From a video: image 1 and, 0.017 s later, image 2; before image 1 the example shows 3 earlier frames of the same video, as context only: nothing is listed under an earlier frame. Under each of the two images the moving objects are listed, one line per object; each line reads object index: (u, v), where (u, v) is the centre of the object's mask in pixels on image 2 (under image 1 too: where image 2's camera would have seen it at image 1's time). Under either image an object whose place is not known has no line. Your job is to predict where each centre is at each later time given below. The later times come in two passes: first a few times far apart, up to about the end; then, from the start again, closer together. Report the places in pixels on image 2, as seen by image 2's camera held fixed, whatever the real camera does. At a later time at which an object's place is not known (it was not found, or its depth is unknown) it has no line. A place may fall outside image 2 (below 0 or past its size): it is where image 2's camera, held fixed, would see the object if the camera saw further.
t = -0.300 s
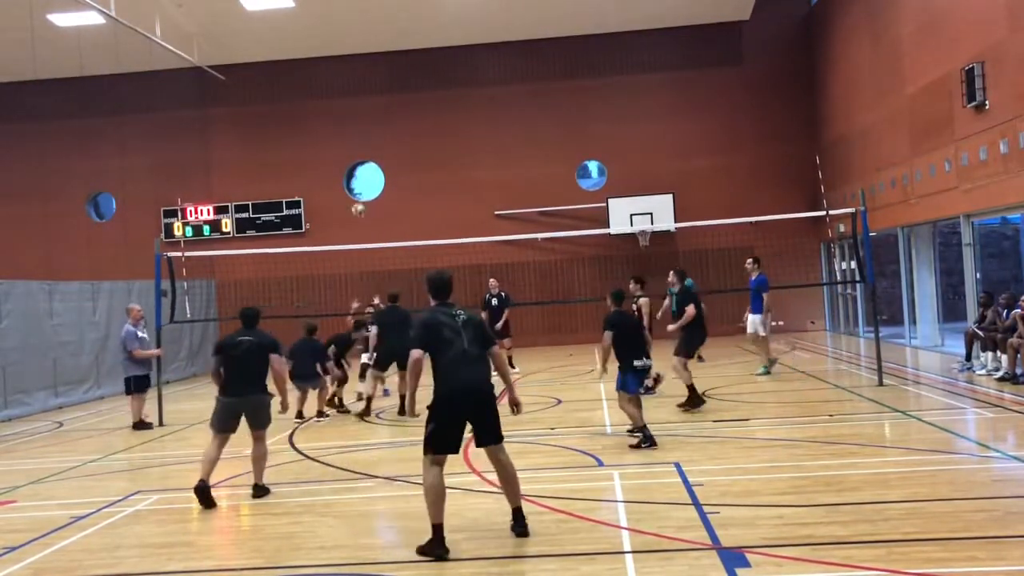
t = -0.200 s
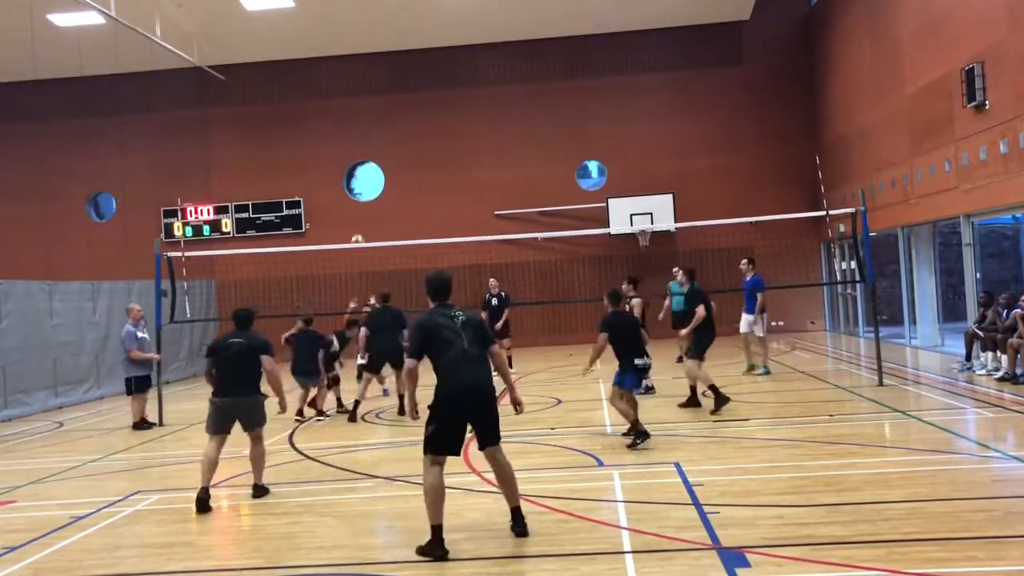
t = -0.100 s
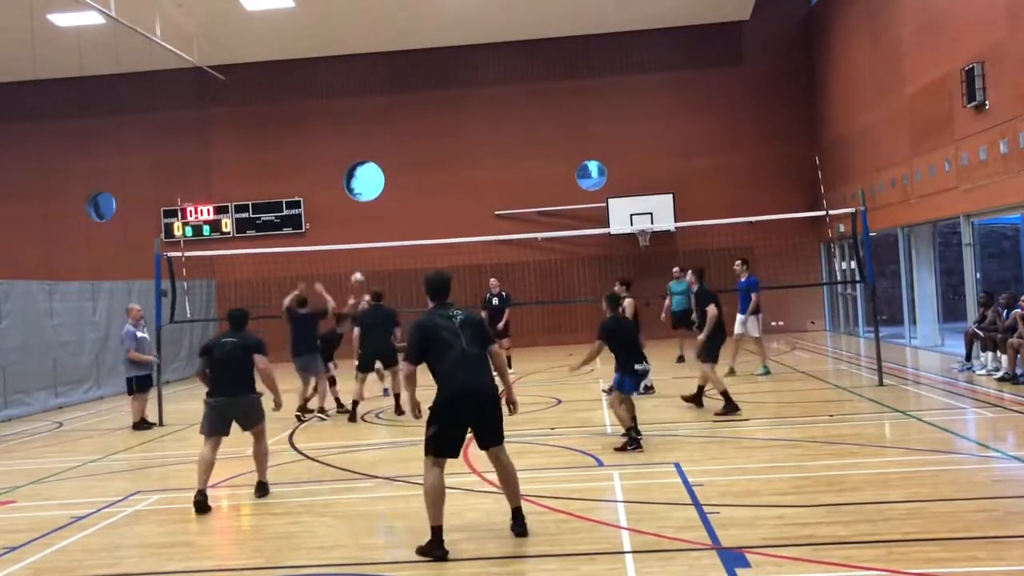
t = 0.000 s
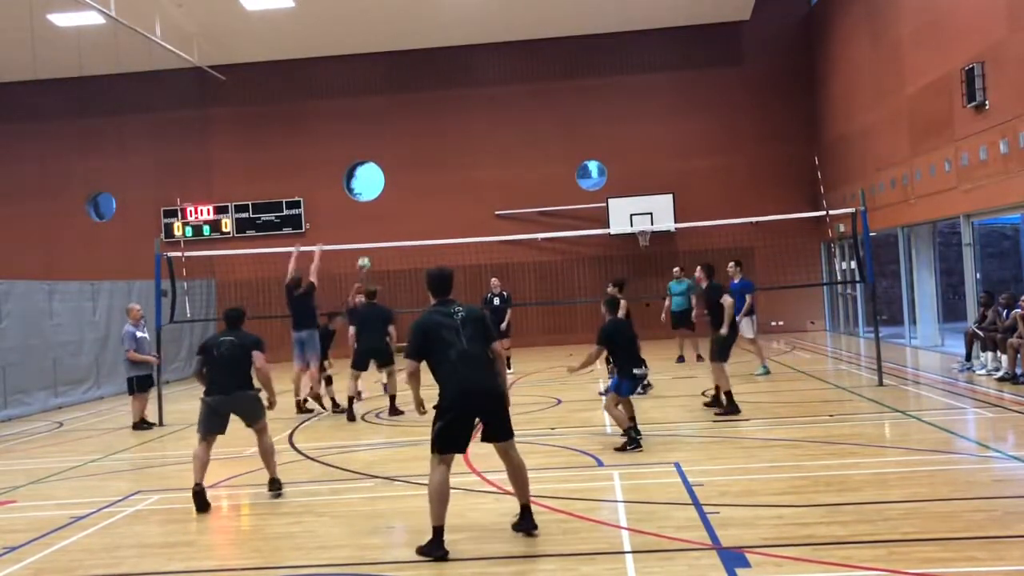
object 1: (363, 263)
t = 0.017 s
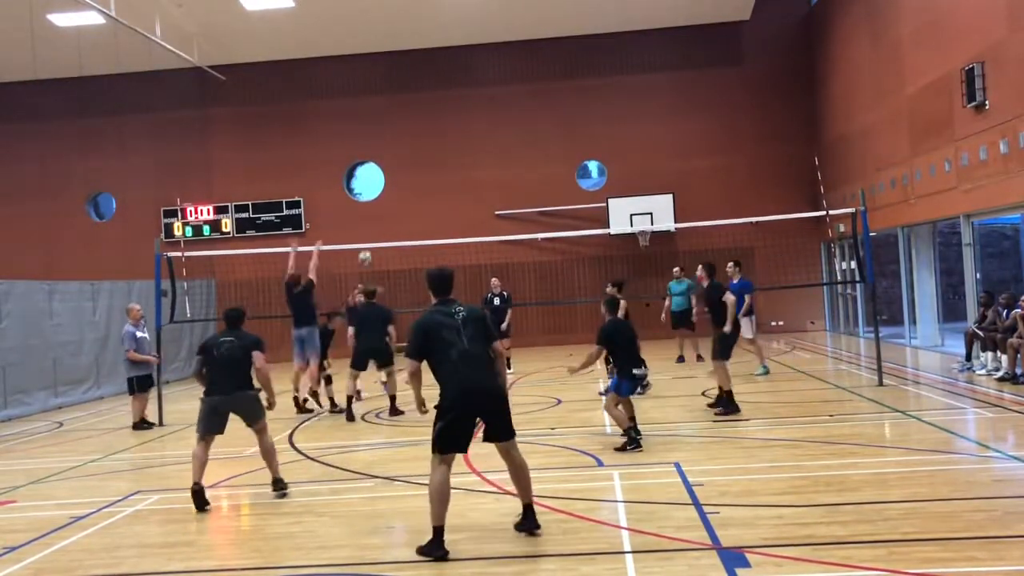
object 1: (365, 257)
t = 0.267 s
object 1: (391, 170)
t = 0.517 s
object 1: (431, 116)
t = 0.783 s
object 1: (488, 111)
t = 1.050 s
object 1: (565, 186)
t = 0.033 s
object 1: (365, 251)
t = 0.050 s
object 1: (368, 240)
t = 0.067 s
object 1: (369, 237)
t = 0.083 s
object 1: (371, 230)
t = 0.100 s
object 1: (373, 224)
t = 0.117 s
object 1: (374, 218)
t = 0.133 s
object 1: (376, 212)
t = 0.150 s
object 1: (378, 207)
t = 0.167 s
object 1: (380, 202)
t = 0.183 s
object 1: (383, 197)
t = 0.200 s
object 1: (384, 191)
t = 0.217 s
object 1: (386, 185)
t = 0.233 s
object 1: (388, 181)
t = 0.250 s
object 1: (390, 175)
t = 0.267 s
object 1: (391, 170)
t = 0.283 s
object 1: (394, 165)
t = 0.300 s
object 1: (396, 160)
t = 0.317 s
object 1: (399, 156)
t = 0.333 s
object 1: (401, 151)
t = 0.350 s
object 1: (403, 147)
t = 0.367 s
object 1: (406, 144)
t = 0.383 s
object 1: (409, 140)
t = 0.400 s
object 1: (411, 136)
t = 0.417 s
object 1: (414, 133)
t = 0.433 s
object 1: (417, 130)
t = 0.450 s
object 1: (419, 127)
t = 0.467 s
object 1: (422, 124)
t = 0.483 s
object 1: (425, 121)
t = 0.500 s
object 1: (428, 118)
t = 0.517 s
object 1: (431, 116)
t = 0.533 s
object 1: (434, 113)
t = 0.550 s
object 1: (437, 112)
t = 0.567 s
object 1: (441, 110)
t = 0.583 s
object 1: (444, 109)
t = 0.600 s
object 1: (447, 108)
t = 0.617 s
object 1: (450, 107)
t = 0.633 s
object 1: (454, 106)
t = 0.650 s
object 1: (457, 105)
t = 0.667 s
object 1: (461, 105)
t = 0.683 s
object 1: (464, 105)
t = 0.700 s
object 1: (468, 105)
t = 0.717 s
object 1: (471, 106)
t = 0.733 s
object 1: (475, 107)
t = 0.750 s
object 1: (479, 108)
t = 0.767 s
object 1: (483, 109)
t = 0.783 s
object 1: (488, 111)
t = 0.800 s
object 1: (491, 113)
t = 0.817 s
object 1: (496, 115)
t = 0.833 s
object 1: (500, 118)
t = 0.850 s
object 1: (504, 121)
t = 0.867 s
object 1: (509, 124)
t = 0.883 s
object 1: (513, 128)
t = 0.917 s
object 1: (523, 136)
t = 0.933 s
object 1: (528, 140)
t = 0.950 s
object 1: (533, 146)
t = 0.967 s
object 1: (537, 152)
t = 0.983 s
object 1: (543, 157)
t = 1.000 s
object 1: (548, 164)
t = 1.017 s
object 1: (554, 171)
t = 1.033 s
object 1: (559, 179)
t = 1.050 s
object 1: (565, 186)
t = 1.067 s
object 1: (570, 194)
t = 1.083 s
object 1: (576, 203)
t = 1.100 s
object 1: (581, 210)
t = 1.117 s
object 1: (589, 224)
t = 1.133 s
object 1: (595, 233)
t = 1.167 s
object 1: (608, 256)
